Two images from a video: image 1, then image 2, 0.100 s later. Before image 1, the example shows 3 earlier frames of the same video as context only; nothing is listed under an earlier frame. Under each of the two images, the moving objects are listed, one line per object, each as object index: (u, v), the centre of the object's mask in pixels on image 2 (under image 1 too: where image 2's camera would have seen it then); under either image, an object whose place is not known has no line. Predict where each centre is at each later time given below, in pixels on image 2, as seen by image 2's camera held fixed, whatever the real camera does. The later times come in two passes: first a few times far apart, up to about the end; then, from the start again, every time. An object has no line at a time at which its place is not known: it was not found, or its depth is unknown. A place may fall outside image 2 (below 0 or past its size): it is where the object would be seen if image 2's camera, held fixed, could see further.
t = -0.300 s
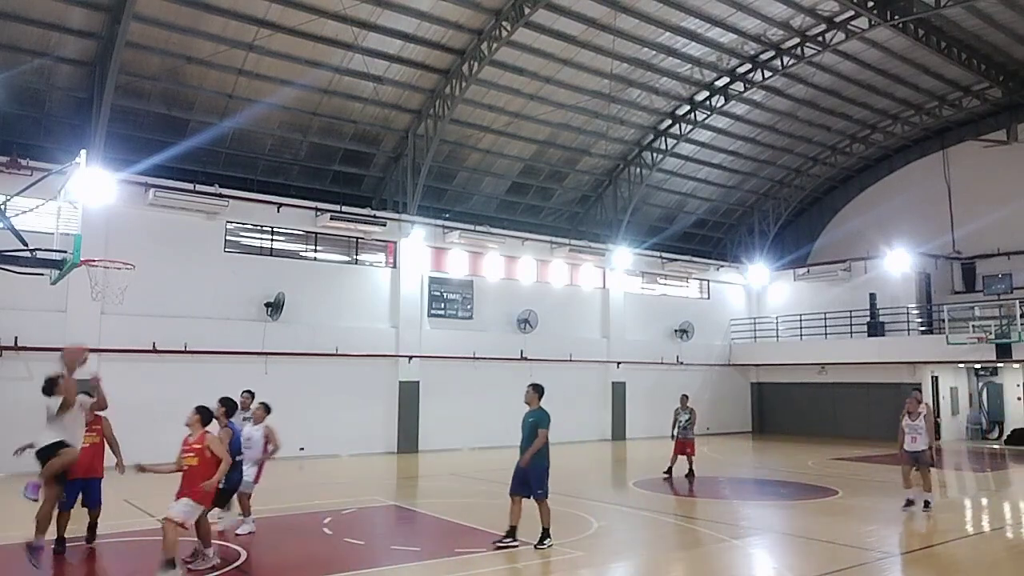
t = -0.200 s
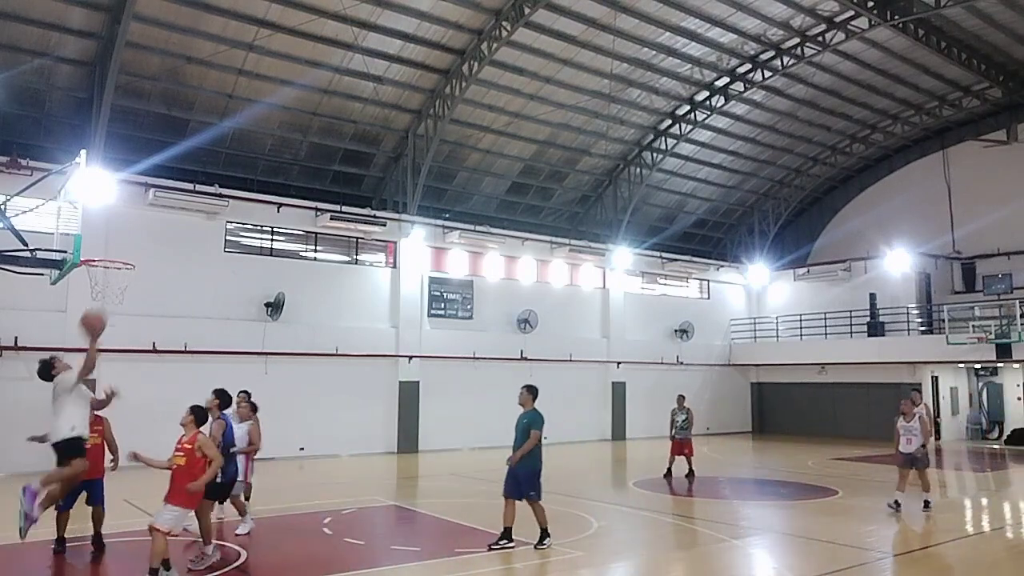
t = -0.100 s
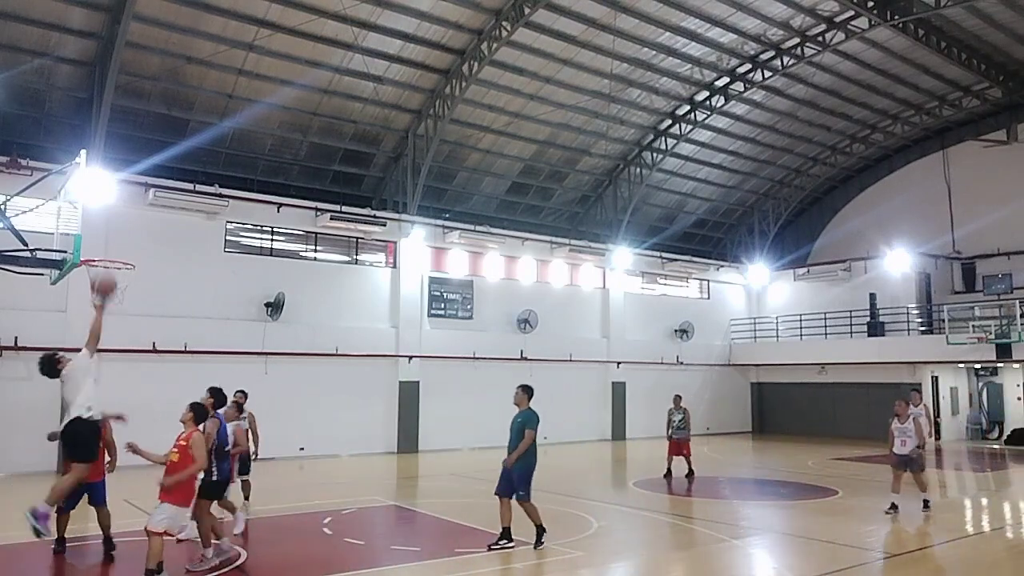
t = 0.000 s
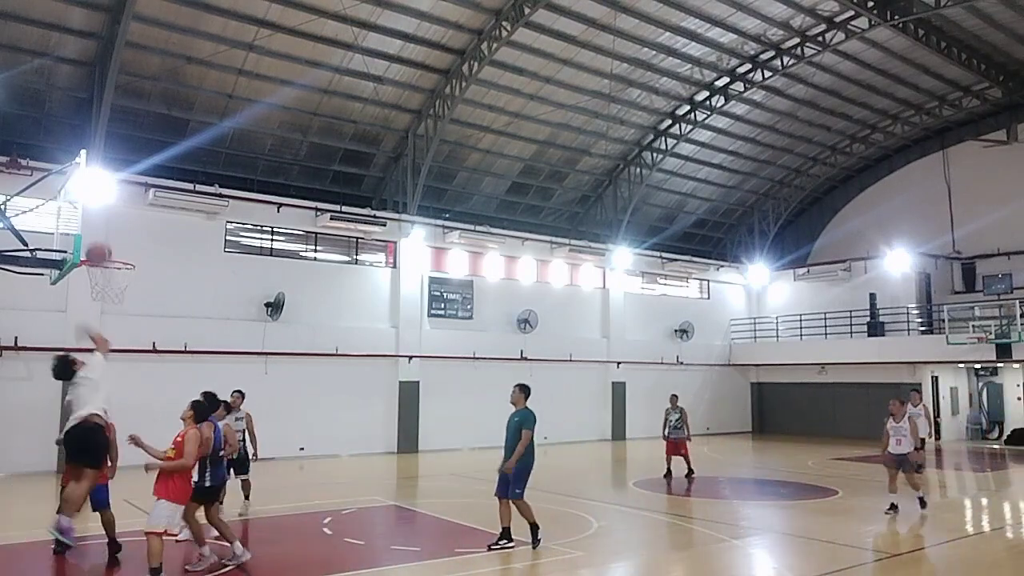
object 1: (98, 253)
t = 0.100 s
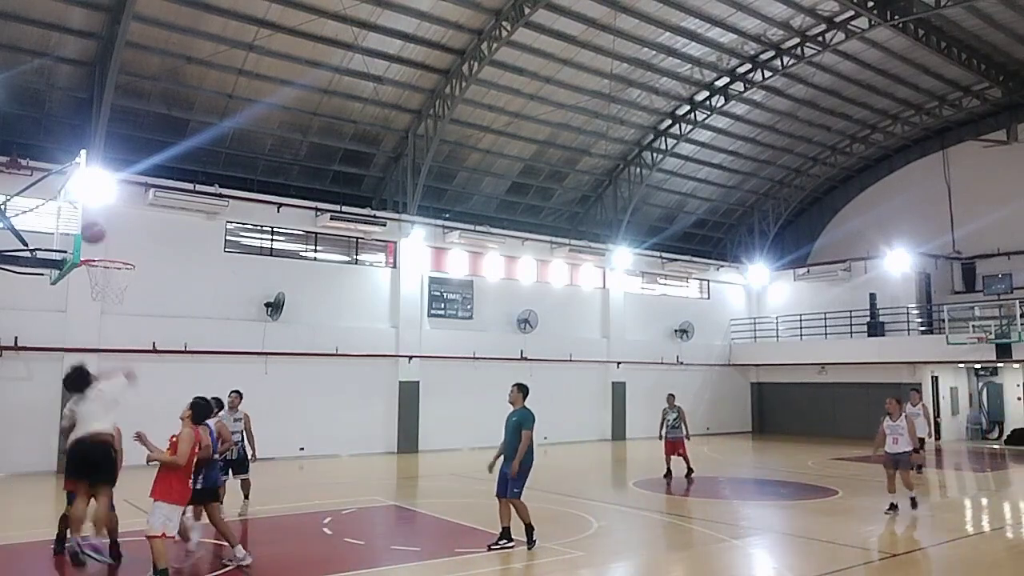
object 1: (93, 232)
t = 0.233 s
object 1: (90, 223)
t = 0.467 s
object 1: (95, 249)
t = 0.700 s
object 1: (126, 256)
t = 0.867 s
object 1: (133, 253)
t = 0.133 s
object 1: (91, 227)
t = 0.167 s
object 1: (90, 224)
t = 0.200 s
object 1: (90, 222)
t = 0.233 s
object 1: (90, 223)
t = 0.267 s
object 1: (90, 222)
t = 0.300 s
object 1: (91, 227)
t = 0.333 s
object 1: (91, 230)
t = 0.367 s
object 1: (91, 234)
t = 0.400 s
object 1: (92, 242)
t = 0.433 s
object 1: (92, 249)
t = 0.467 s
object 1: (95, 249)
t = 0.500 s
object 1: (100, 248)
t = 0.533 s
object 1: (104, 247)
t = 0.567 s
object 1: (109, 247)
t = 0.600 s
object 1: (113, 249)
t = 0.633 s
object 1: (118, 251)
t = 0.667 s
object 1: (123, 255)
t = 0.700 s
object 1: (126, 256)
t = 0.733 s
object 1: (128, 254)
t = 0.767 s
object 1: (129, 252)
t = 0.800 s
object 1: (130, 251)
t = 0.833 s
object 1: (132, 252)
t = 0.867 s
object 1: (133, 253)
